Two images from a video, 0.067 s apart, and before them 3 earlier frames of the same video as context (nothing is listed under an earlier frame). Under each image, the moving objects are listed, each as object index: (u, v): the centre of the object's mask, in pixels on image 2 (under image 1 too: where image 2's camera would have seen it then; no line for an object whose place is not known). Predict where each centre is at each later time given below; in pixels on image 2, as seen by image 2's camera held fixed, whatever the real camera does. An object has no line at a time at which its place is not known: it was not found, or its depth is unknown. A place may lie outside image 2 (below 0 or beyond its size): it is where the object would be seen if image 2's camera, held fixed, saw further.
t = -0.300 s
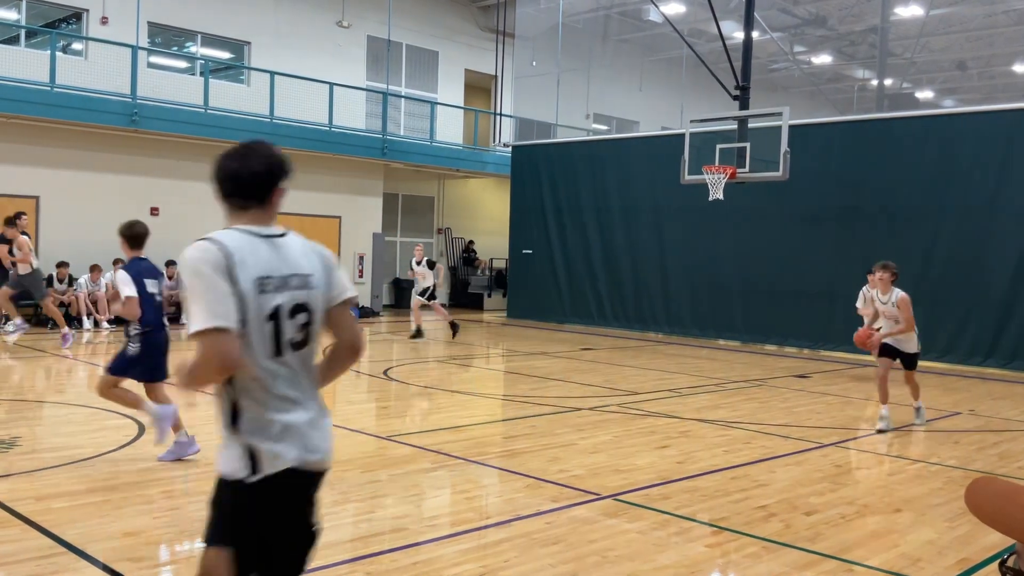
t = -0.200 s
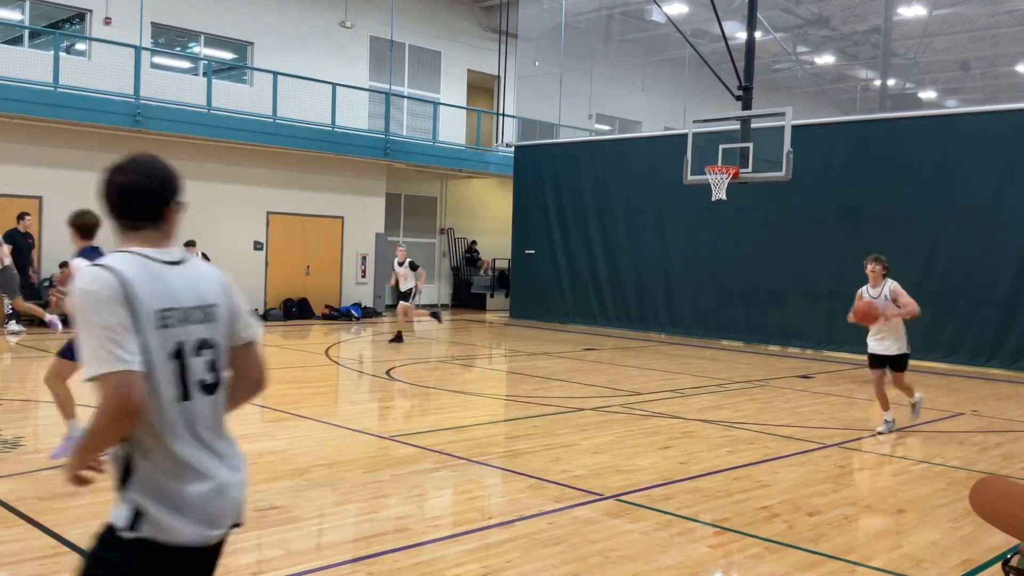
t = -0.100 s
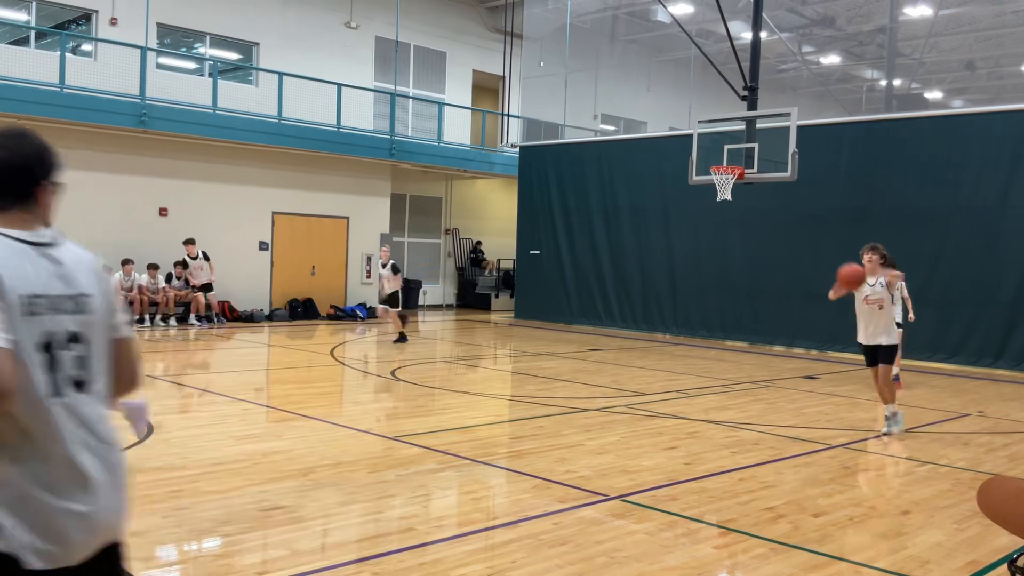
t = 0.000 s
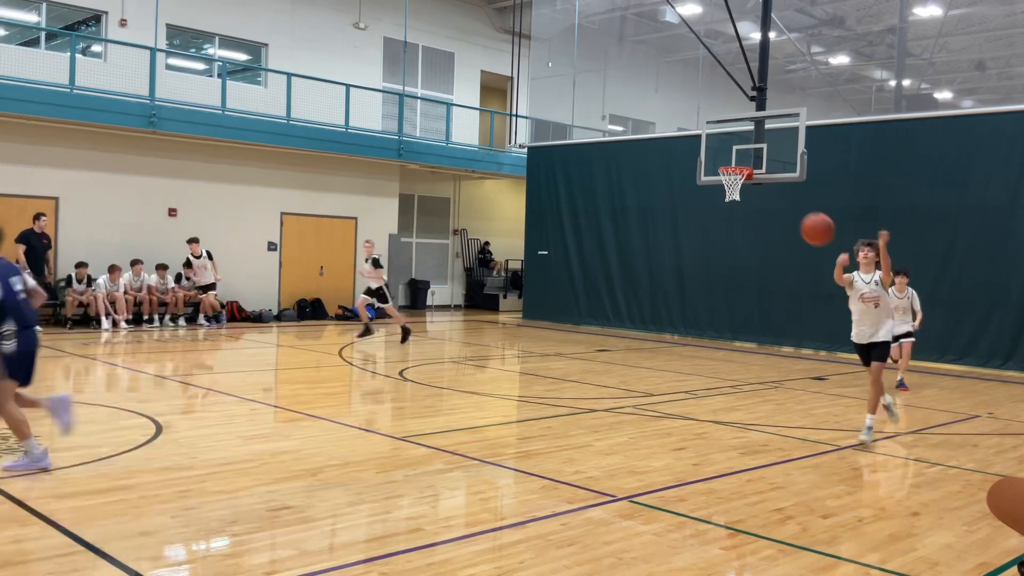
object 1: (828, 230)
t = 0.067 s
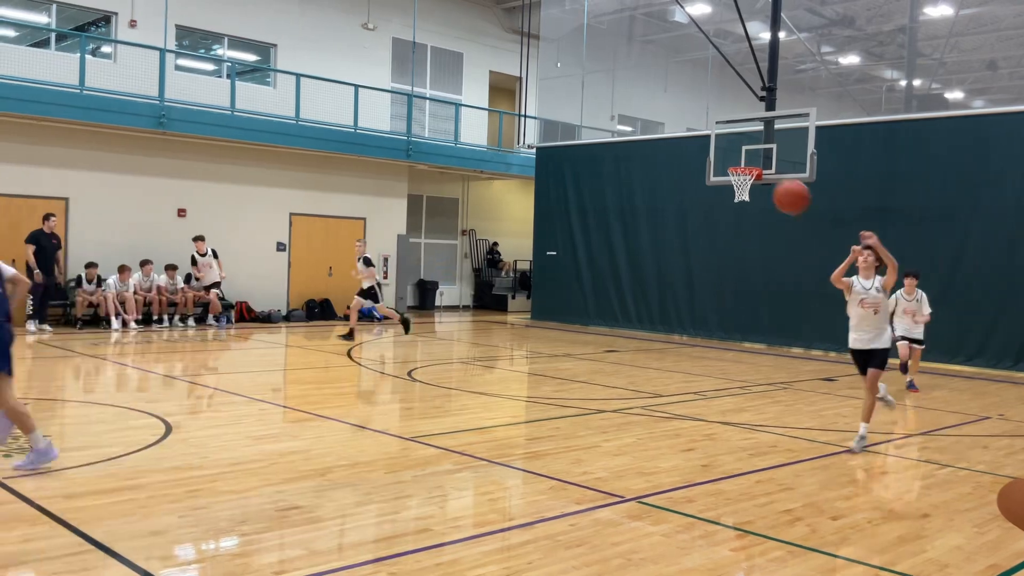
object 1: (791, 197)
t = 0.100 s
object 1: (771, 180)
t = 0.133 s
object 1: (749, 163)
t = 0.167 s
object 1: (725, 147)
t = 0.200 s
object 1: (697, 131)
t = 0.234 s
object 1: (667, 113)
